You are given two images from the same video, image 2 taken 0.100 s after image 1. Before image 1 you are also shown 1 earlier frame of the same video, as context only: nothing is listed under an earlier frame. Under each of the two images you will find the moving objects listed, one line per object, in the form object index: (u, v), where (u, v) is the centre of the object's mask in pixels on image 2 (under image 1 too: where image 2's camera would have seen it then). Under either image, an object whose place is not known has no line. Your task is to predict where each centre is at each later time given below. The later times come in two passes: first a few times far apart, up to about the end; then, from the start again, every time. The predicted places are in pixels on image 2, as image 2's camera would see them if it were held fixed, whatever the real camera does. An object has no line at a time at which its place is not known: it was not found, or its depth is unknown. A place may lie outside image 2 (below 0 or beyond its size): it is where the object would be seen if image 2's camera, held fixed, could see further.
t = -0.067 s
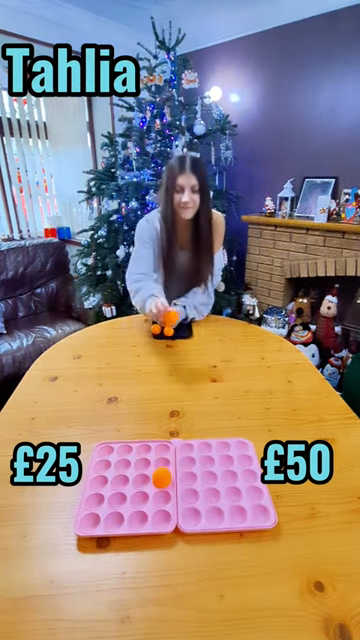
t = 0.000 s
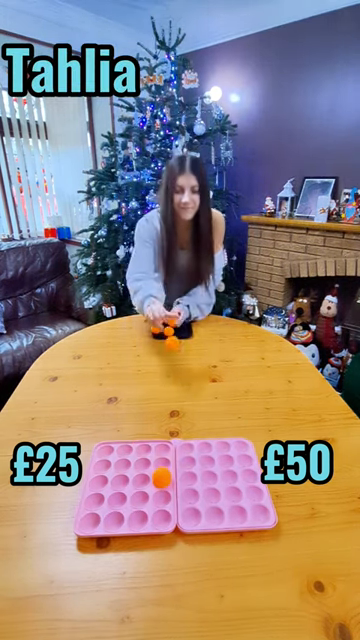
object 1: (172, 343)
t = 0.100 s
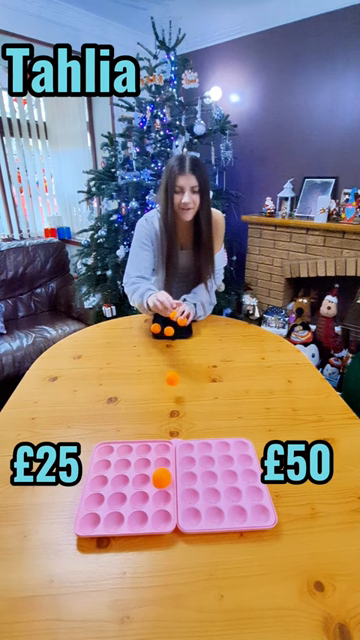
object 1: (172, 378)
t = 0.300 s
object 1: (172, 357)
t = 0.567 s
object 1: (172, 400)
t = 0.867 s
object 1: (193, 462)
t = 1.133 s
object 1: (234, 443)
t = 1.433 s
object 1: (262, 423)
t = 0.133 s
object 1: (171, 365)
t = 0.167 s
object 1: (171, 358)
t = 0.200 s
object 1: (171, 353)
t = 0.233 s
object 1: (172, 351)
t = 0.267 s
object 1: (172, 351)
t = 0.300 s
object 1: (172, 357)
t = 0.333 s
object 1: (172, 368)
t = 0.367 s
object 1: (172, 381)
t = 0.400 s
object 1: (172, 397)
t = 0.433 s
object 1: (172, 420)
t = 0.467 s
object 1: (173, 423)
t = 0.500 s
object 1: (172, 414)
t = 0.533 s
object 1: (172, 404)
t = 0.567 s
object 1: (172, 400)
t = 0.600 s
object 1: (172, 400)
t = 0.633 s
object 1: (172, 401)
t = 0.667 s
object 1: (172, 409)
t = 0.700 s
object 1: (170, 419)
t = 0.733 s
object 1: (171, 436)
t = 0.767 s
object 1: (170, 456)
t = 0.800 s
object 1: (177, 461)
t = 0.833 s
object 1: (186, 463)
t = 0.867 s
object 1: (193, 462)
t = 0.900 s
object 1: (200, 461)
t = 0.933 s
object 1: (207, 461)
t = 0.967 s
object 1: (215, 459)
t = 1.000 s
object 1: (221, 458)
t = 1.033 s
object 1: (227, 458)
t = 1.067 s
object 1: (230, 452)
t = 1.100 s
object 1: (232, 447)
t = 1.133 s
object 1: (234, 443)
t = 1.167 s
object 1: (236, 440)
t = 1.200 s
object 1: (238, 437)
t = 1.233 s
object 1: (241, 435)
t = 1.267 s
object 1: (245, 431)
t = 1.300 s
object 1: (248, 431)
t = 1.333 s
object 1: (251, 431)
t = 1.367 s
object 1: (255, 424)
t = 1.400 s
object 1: (258, 422)
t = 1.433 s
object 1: (262, 423)
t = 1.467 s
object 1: (265, 419)
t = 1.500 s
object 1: (268, 414)
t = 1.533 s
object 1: (271, 414)
